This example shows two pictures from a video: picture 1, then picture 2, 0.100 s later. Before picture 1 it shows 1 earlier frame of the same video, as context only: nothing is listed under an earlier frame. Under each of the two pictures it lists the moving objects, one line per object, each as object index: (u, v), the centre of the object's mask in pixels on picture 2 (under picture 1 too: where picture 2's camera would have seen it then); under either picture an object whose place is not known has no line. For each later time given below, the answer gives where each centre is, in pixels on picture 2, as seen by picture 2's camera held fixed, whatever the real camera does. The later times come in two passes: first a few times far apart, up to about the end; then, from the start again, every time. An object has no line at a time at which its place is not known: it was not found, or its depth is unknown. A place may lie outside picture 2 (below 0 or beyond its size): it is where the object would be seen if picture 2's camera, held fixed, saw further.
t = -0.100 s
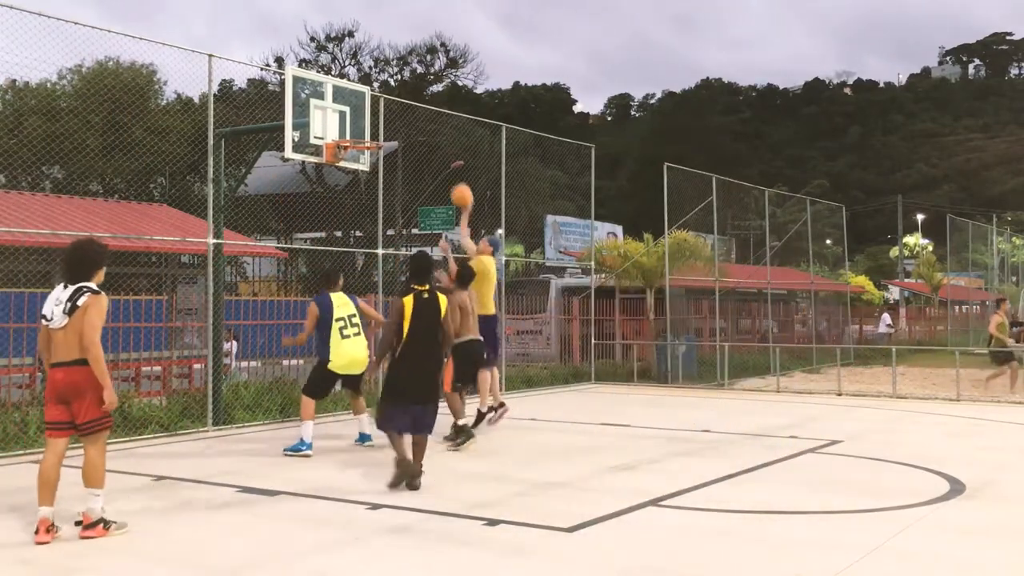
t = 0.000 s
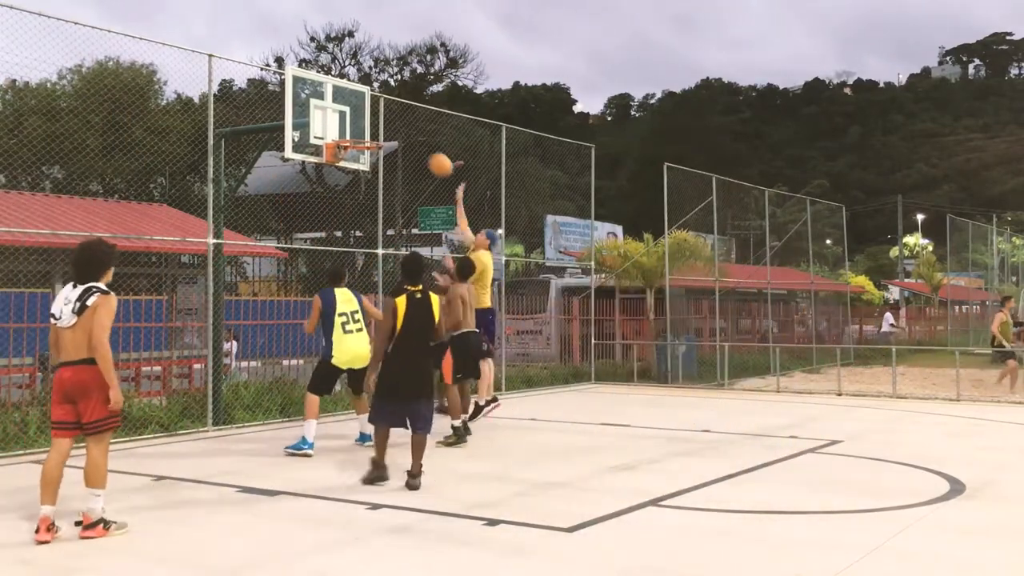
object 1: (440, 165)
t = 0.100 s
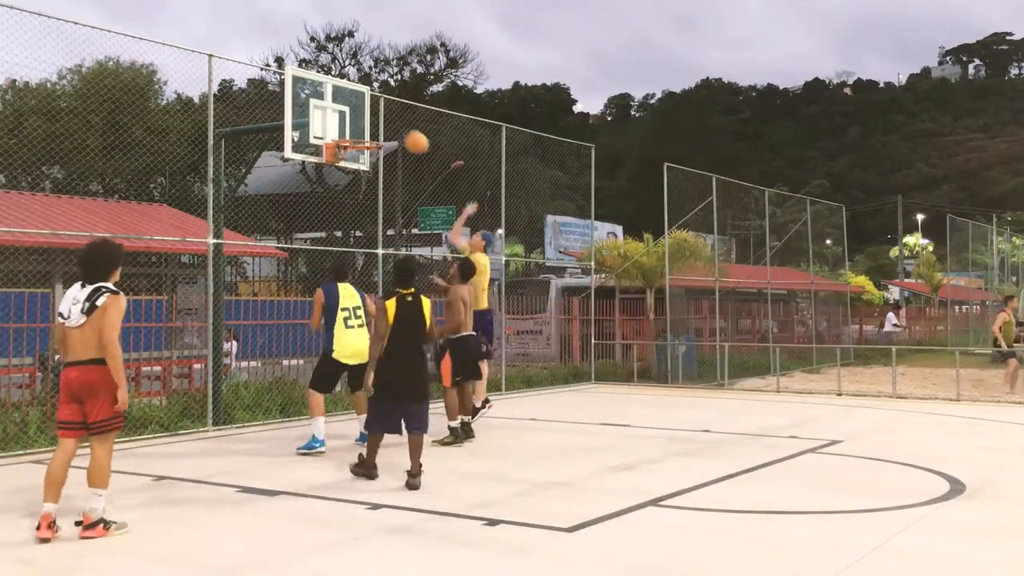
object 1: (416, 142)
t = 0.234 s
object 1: (383, 126)
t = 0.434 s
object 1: (354, 129)
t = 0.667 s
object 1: (361, 155)
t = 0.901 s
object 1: (367, 175)
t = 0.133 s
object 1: (408, 137)
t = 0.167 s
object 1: (400, 132)
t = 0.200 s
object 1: (393, 129)
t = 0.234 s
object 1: (383, 126)
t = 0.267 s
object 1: (376, 124)
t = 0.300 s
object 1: (366, 124)
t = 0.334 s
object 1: (358, 124)
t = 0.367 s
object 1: (353, 125)
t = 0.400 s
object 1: (353, 127)
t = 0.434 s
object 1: (354, 129)
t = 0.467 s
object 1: (356, 133)
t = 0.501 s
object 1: (355, 136)
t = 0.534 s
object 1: (356, 140)
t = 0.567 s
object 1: (357, 145)
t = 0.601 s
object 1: (358, 150)
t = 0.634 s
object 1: (359, 154)
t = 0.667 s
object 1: (361, 155)
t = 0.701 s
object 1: (362, 155)
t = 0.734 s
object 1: (363, 156)
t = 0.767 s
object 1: (364, 157)
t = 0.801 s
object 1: (364, 160)
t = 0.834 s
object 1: (366, 164)
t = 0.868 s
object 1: (366, 169)
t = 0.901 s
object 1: (367, 175)
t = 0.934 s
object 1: (367, 181)
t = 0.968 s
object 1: (368, 189)
